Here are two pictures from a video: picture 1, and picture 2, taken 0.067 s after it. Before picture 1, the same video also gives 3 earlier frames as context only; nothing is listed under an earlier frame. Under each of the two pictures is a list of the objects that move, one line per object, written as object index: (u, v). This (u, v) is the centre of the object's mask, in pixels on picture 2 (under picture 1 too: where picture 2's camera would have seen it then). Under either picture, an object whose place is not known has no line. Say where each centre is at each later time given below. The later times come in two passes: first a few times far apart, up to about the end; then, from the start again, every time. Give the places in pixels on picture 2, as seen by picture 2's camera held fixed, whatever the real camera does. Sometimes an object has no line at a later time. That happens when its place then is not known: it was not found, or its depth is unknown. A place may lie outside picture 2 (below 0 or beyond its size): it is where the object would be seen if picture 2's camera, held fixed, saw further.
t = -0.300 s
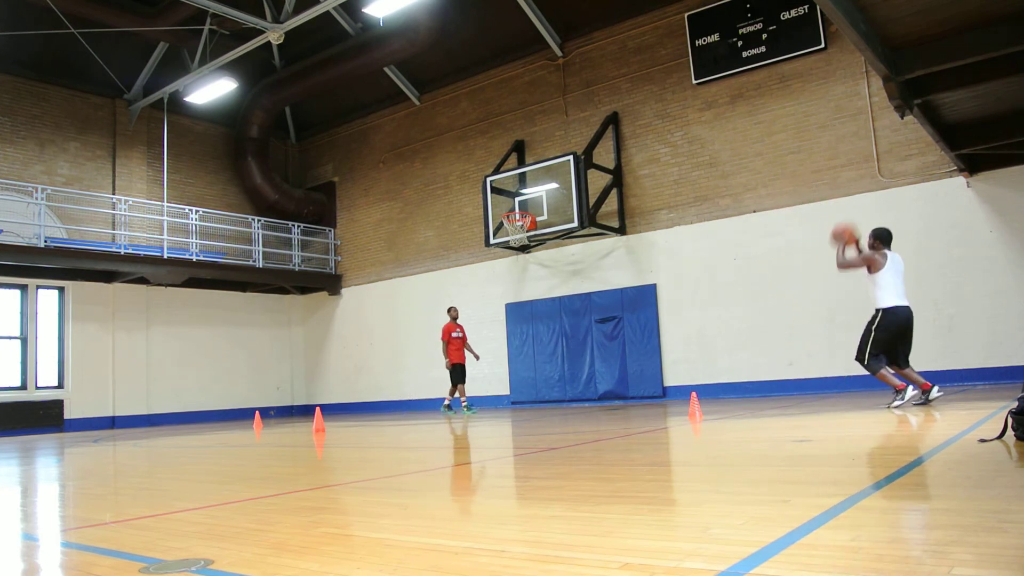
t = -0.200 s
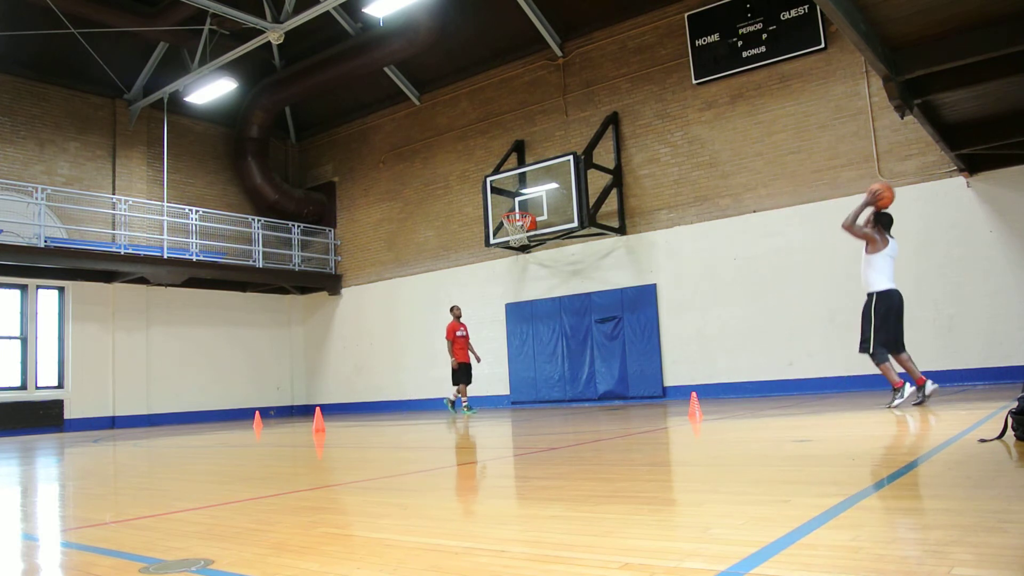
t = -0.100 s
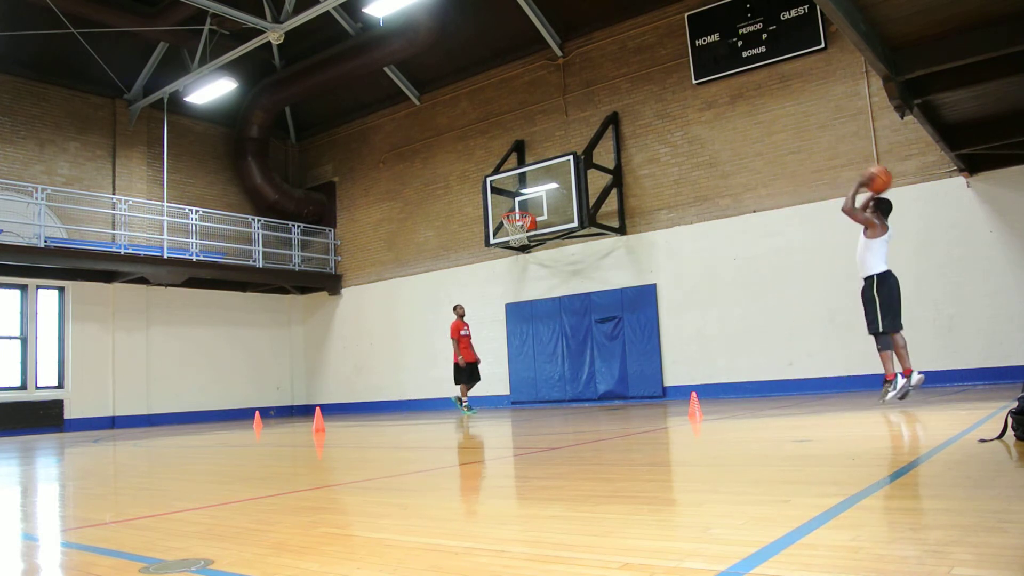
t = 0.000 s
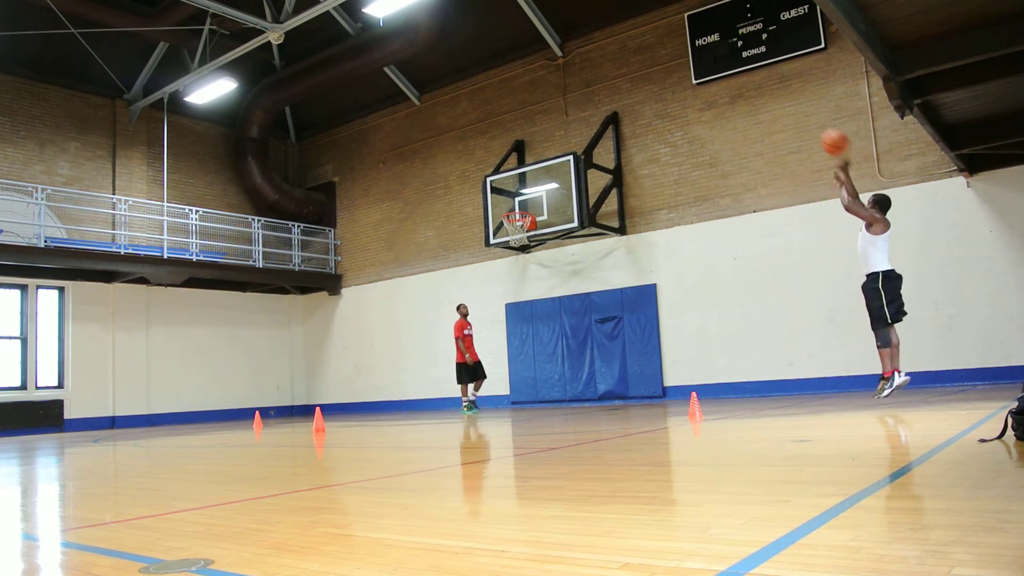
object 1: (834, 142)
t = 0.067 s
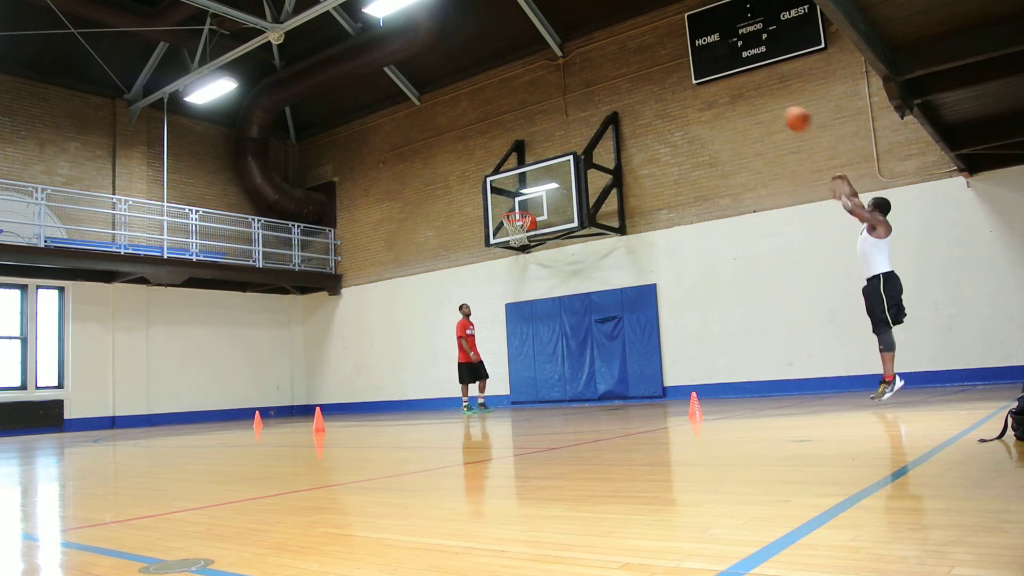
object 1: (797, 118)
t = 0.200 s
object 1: (733, 89)
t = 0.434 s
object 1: (647, 81)
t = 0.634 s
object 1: (590, 104)
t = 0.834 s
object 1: (544, 149)
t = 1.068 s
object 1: (503, 203)
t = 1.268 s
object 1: (470, 189)
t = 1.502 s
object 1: (432, 204)
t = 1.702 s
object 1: (399, 246)
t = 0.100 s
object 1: (779, 109)
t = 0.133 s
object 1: (763, 101)
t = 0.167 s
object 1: (747, 94)
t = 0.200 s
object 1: (733, 89)
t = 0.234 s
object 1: (719, 85)
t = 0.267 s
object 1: (705, 82)
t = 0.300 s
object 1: (692, 80)
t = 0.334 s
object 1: (680, 79)
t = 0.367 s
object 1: (668, 78)
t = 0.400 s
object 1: (657, 79)
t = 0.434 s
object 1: (647, 81)
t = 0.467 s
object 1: (636, 83)
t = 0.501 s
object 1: (626, 86)
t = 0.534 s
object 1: (616, 89)
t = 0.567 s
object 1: (607, 94)
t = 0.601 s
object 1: (598, 99)
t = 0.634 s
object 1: (590, 104)
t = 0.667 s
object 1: (581, 110)
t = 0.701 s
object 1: (573, 117)
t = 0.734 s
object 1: (565, 124)
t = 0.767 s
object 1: (558, 132)
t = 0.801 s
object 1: (551, 140)
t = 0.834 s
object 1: (544, 149)
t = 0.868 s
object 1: (538, 157)
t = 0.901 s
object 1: (531, 168)
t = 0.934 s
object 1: (525, 178)
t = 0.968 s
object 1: (519, 188)
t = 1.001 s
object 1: (513, 199)
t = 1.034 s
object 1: (507, 207)
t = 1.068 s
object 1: (503, 203)
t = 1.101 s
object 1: (497, 198)
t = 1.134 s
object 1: (491, 195)
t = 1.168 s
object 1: (486, 193)
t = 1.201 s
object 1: (480, 191)
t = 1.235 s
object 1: (475, 189)
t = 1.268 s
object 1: (470, 189)
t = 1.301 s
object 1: (464, 189)
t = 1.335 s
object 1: (458, 189)
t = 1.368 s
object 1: (453, 191)
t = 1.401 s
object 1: (448, 193)
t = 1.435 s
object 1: (442, 196)
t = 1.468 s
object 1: (437, 200)
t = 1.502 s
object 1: (432, 204)
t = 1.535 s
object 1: (426, 209)
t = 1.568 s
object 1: (421, 215)
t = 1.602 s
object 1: (416, 222)
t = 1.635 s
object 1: (410, 229)
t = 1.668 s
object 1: (405, 237)
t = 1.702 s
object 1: (399, 246)
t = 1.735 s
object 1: (394, 256)
